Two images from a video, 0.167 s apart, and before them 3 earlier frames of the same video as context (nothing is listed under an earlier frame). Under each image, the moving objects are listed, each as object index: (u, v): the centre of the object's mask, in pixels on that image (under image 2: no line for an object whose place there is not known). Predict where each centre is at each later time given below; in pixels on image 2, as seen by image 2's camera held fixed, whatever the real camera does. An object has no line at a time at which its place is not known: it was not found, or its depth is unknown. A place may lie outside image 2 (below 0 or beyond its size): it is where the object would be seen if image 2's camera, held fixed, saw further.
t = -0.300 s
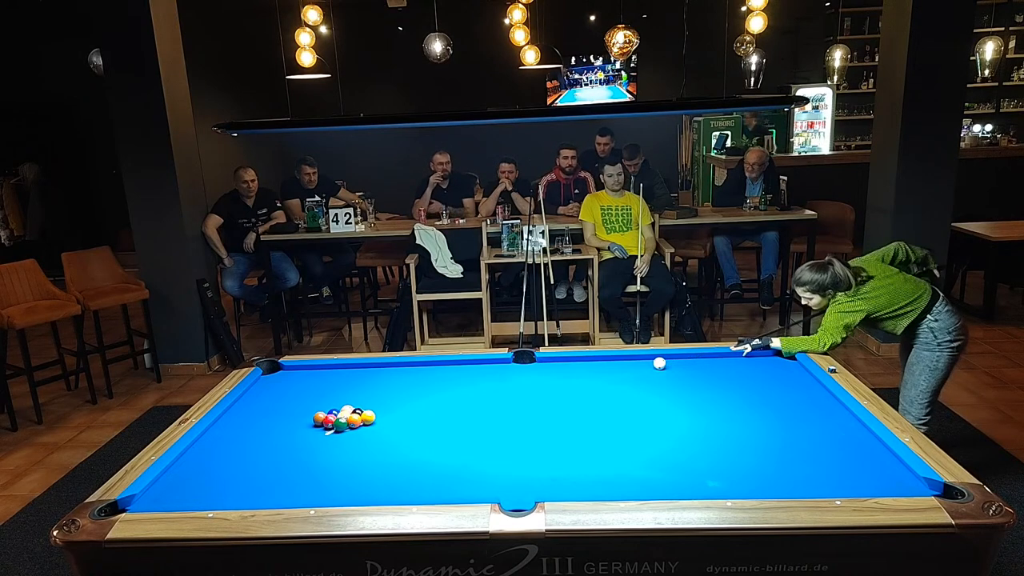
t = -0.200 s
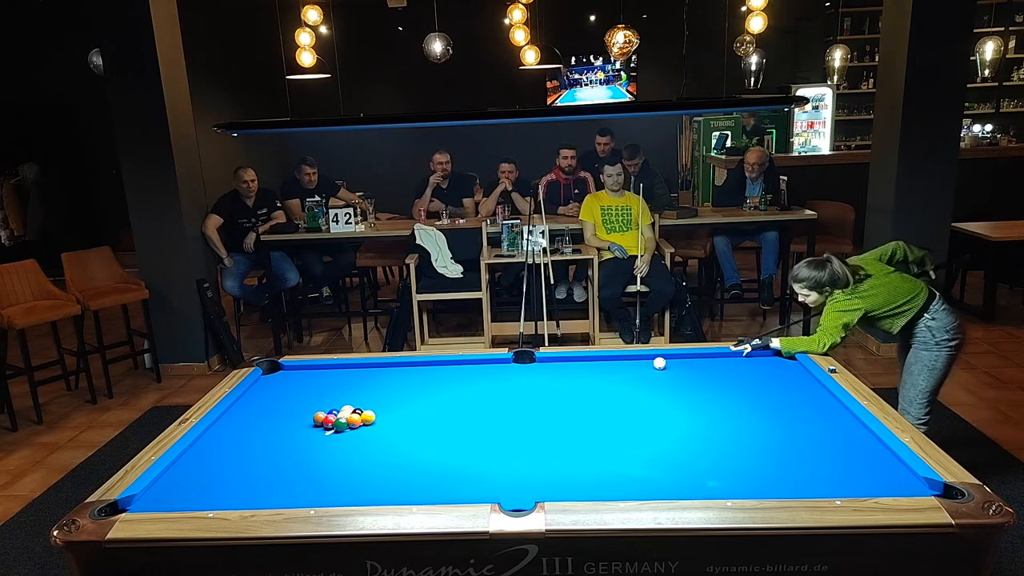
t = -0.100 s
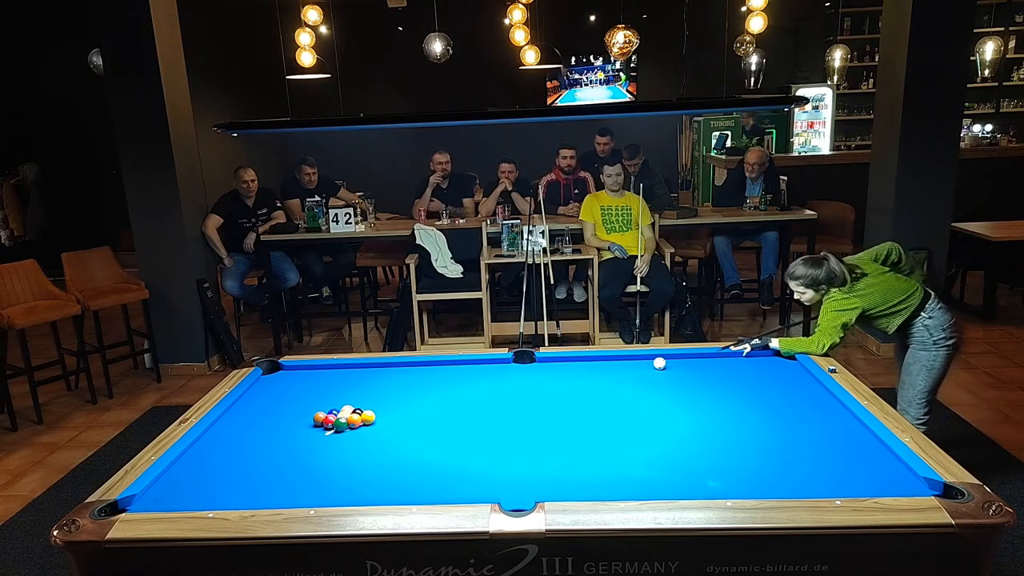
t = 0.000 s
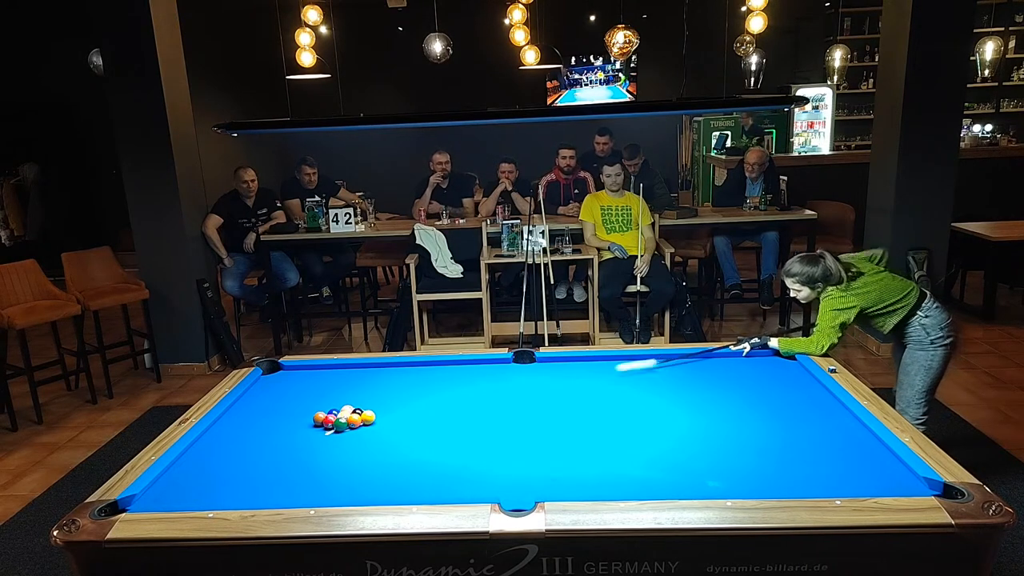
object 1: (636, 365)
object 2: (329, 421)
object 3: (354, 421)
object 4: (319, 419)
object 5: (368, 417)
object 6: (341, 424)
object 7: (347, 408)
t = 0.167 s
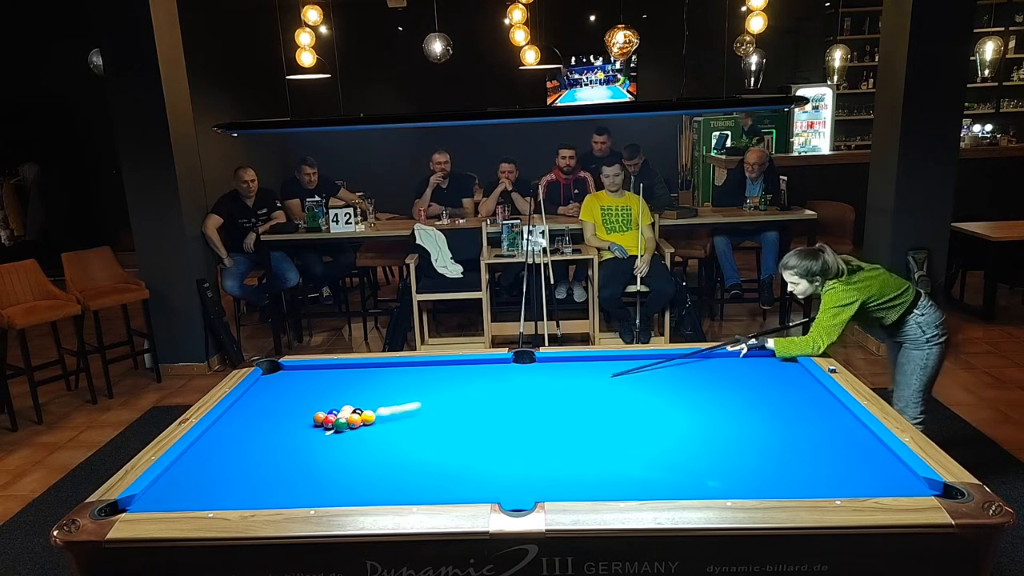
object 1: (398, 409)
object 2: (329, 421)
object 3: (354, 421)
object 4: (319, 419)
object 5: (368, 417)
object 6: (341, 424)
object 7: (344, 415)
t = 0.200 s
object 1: (384, 410)
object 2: (326, 420)
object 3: (355, 424)
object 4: (310, 416)
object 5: (371, 417)
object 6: (325, 428)
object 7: (342, 418)
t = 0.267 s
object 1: (392, 407)
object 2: (318, 423)
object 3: (354, 433)
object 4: (280, 413)
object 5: (381, 424)
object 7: (342, 418)
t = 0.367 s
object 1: (400, 405)
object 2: (307, 424)
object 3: (355, 444)
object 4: (242, 408)
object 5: (397, 430)
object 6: (186, 495)
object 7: (339, 417)
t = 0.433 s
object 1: (404, 403)
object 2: (299, 425)
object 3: (356, 451)
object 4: (243, 406)
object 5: (408, 434)
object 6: (191, 473)
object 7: (338, 416)
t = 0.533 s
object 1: (406, 400)
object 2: (288, 426)
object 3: (357, 462)
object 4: (269, 403)
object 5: (425, 440)
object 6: (197, 446)
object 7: (336, 415)
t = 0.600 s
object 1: (407, 399)
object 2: (281, 427)
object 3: (357, 470)
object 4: (285, 401)
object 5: (437, 445)
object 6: (214, 433)
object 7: (335, 415)
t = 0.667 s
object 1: (407, 397)
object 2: (274, 428)
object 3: (358, 478)
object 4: (299, 398)
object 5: (448, 449)
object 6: (232, 422)
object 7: (335, 414)
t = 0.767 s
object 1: (408, 395)
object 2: (264, 429)
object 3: (359, 490)
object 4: (321, 395)
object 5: (466, 456)
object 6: (256, 408)
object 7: (333, 414)
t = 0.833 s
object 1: (408, 394)
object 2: (257, 430)
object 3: (360, 494)
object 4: (335, 393)
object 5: (479, 460)
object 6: (269, 400)
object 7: (332, 414)
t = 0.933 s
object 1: (408, 392)
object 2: (246, 432)
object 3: (371, 489)
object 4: (355, 390)
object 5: (498, 467)
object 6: (288, 388)
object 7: (331, 413)
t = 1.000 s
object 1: (409, 391)
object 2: (240, 433)
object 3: (377, 485)
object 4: (369, 388)
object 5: (510, 472)
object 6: (301, 381)
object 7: (330, 413)
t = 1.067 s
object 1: (409, 389)
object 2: (233, 434)
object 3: (383, 480)
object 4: (382, 386)
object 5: (524, 477)
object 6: (313, 374)
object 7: (329, 413)
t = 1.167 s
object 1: (409, 388)
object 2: (223, 435)
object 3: (392, 474)
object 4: (401, 382)
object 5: (545, 485)
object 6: (329, 369)
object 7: (328, 413)
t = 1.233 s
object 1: (410, 386)
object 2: (216, 436)
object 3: (398, 470)
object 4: (416, 380)
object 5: (559, 488)
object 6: (337, 372)
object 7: (327, 413)
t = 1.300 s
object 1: (410, 386)
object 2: (210, 436)
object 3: (404, 466)
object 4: (427, 380)
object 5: (571, 488)
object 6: (345, 376)
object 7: (327, 412)
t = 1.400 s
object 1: (410, 384)
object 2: (204, 438)
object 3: (412, 460)
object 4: (445, 377)
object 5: (587, 485)
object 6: (358, 381)
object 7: (326, 412)
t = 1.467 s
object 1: (411, 383)
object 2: (207, 438)
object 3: (417, 457)
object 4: (457, 375)
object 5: (596, 484)
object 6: (367, 384)
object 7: (325, 412)
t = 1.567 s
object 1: (411, 382)
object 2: (212, 438)
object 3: (424, 452)
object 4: (475, 373)
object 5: (611, 480)
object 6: (381, 389)
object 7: (325, 412)
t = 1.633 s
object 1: (411, 381)
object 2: (214, 438)
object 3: (429, 448)
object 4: (486, 371)
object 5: (620, 477)
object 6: (390, 392)
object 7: (325, 412)
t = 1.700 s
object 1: (411, 380)
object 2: (217, 439)
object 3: (433, 445)
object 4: (497, 370)
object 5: (629, 474)
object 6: (400, 395)
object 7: (324, 412)
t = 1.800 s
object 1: (412, 379)
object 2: (221, 439)
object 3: (439, 440)
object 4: (514, 367)
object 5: (643, 470)
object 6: (415, 400)
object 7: (324, 412)
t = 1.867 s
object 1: (412, 379)
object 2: (223, 439)
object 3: (444, 437)
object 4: (525, 365)
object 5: (651, 468)
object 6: (425, 404)
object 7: (324, 412)
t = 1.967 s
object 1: (412, 377)
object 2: (227, 440)
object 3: (450, 433)
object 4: (541, 363)
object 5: (664, 464)
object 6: (440, 409)
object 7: (324, 412)
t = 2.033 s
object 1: (412, 377)
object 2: (229, 440)
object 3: (454, 430)
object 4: (551, 362)
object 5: (672, 462)
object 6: (451, 413)
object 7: (324, 412)
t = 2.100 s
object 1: (412, 376)
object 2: (231, 440)
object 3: (457, 428)
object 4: (561, 360)
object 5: (680, 459)
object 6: (462, 415)
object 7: (324, 412)
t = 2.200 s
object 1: (413, 375)
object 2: (234, 440)
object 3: (463, 424)
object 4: (575, 360)
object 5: (691, 456)
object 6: (478, 422)
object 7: (324, 412)
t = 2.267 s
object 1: (413, 375)
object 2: (237, 441)
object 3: (466, 421)
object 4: (584, 360)
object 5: (699, 454)
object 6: (490, 426)
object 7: (324, 412)
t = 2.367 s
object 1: (413, 374)
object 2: (239, 441)
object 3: (471, 418)
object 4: (597, 361)
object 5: (710, 451)
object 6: (507, 433)
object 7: (324, 412)
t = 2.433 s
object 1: (414, 374)
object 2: (241, 441)
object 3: (474, 415)
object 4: (606, 362)
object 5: (717, 449)
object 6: (519, 437)
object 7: (324, 412)
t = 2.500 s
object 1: (414, 374)
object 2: (243, 441)
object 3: (477, 413)
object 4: (615, 362)
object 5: (724, 446)
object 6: (531, 441)
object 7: (324, 412)
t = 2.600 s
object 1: (414, 373)
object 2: (246, 441)
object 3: (482, 410)
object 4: (628, 363)
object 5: (734, 443)
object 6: (550, 448)
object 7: (324, 412)
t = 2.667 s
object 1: (414, 372)
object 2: (247, 442)
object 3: (485, 408)
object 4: (637, 363)
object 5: (741, 442)
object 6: (563, 453)
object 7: (324, 412)
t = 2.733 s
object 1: (414, 372)
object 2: (249, 442)
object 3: (488, 406)
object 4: (646, 364)
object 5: (747, 440)
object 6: (576, 457)
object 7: (324, 412)
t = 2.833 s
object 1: (414, 371)
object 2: (251, 442)
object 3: (492, 403)
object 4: (659, 364)
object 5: (756, 437)
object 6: (597, 464)
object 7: (324, 412)
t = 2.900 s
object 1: (415, 371)
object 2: (252, 442)
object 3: (494, 401)
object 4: (667, 365)
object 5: (763, 435)
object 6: (611, 469)
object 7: (324, 412)
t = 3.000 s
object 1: (415, 371)
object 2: (254, 442)
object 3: (498, 398)
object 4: (680, 365)
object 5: (771, 433)
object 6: (632, 477)
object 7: (324, 412)
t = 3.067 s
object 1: (415, 371)
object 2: (255, 442)
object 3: (500, 396)
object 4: (689, 366)
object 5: (777, 431)
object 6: (648, 482)
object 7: (324, 412)
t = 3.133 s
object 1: (415, 370)
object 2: (256, 442)
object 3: (503, 395)
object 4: (697, 366)
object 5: (783, 429)
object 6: (663, 485)
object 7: (324, 412)
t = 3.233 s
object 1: (415, 370)
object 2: (258, 442)
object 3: (506, 392)
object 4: (709, 367)
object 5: (791, 427)
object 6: (682, 487)
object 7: (324, 412)
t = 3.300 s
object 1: (415, 370)
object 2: (259, 442)
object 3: (508, 390)
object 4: (718, 367)
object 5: (796, 425)
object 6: (690, 485)
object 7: (324, 412)
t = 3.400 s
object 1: (415, 370)
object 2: (260, 443)
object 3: (511, 388)
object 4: (730, 368)
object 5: (804, 423)
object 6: (701, 482)
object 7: (324, 412)
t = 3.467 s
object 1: (415, 370)
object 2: (260, 443)
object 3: (513, 387)
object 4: (739, 368)
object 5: (809, 422)
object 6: (709, 480)
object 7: (324, 412)
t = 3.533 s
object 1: (415, 370)
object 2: (261, 443)
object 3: (515, 385)
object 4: (747, 369)
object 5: (814, 420)
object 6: (716, 477)
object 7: (324, 412)
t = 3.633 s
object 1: (415, 370)
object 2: (262, 442)
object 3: (517, 383)
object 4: (759, 369)
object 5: (821, 418)
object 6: (727, 473)
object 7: (324, 412)
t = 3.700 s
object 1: (415, 370)
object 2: (262, 443)
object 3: (519, 382)
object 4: (767, 370)
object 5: (825, 417)
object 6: (734, 471)
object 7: (324, 412)
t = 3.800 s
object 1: (415, 370)
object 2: (263, 443)
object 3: (522, 380)
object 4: (779, 370)
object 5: (832, 415)
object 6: (743, 467)
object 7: (324, 412)
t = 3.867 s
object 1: (415, 370)
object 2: (263, 443)
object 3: (523, 379)
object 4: (787, 371)
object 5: (836, 413)
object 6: (750, 465)
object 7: (324, 412)
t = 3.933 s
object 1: (415, 370)
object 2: (263, 443)
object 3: (525, 378)
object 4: (795, 371)
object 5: (841, 412)
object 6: (757, 463)
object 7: (324, 412)
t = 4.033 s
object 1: (415, 370)
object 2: (263, 443)
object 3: (527, 376)
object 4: (800, 372)
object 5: (841, 411)
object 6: (766, 460)
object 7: (324, 412)
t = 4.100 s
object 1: (415, 370)
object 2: (263, 443)
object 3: (528, 375)
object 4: (796, 372)
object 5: (837, 410)
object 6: (771, 458)
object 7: (324, 412)
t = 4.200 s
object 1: (415, 370)
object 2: (263, 442)
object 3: (530, 373)
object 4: (791, 374)
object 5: (831, 409)
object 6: (780, 454)
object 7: (324, 412)
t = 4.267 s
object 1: (415, 370)
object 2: (263, 442)
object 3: (531, 372)
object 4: (788, 374)
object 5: (828, 408)
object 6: (785, 452)
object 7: (324, 412)
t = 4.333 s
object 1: (415, 370)
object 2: (263, 442)
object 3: (533, 371)
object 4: (784, 375)
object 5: (824, 407)
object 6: (791, 450)
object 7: (324, 412)
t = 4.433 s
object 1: (415, 370)
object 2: (263, 443)
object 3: (534, 370)
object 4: (779, 376)
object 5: (819, 407)
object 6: (799, 447)
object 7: (324, 412)
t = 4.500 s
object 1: (415, 370)
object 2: (263, 442)
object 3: (536, 369)
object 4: (776, 377)
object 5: (816, 406)
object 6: (804, 446)
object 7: (324, 412)
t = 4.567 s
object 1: (415, 370)
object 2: (263, 442)
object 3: (537, 368)
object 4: (772, 377)
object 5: (813, 405)
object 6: (809, 444)
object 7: (324, 412)
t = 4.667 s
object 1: (415, 370)
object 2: (263, 442)
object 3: (538, 367)
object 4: (768, 378)
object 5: (808, 404)
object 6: (815, 441)
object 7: (324, 412)
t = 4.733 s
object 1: (415, 370)
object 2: (263, 442)
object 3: (539, 366)
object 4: (765, 379)
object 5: (805, 404)
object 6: (820, 439)
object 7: (324, 412)
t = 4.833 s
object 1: (415, 370)
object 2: (263, 442)
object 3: (540, 365)
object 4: (760, 380)
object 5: (801, 403)
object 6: (827, 437)
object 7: (324, 412)
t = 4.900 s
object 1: (415, 370)
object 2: (263, 443)
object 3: (541, 364)
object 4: (757, 380)
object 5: (799, 402)
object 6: (832, 435)
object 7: (324, 412)
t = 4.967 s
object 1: (415, 370)
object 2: (263, 443)
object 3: (542, 364)
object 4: (754, 381)
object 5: (796, 402)
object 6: (836, 434)
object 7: (324, 412)
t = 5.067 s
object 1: (415, 370)
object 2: (263, 442)
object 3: (543, 363)
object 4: (750, 381)
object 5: (792, 401)
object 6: (842, 432)
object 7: (324, 412)
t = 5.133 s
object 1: (415, 370)
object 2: (263, 442)
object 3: (544, 362)
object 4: (747, 382)
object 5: (790, 401)
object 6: (846, 430)
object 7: (324, 412)
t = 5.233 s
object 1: (415, 370)
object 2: (263, 442)
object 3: (545, 361)
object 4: (743, 382)
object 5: (787, 400)
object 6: (851, 427)
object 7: (324, 412)
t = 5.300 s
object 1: (415, 370)
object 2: (263, 443)
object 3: (546, 361)
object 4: (740, 383)
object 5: (785, 400)
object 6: (855, 426)
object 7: (324, 412)
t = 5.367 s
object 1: (415, 370)
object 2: (263, 443)
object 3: (546, 361)
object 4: (737, 383)
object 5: (783, 400)
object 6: (857, 426)
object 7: (324, 412)
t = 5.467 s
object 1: (415, 370)
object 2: (263, 443)
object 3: (546, 361)
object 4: (734, 384)
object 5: (780, 399)
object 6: (852, 425)
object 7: (324, 412)
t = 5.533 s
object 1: (415, 370)
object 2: (263, 442)
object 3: (547, 362)
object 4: (731, 385)
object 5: (778, 399)
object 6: (849, 424)
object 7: (324, 412)
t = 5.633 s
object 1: (415, 370)
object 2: (263, 442)
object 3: (547, 362)
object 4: (728, 385)
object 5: (776, 398)
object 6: (844, 423)
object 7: (324, 412)
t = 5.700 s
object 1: (415, 370)
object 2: (263, 443)
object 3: (547, 362)
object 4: (725, 386)
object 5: (774, 398)
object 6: (841, 422)
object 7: (324, 412)
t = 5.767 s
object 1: (415, 370)
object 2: (263, 443)
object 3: (547, 362)
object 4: (723, 386)
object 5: (773, 398)
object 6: (838, 422)
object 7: (324, 412)
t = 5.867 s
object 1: (415, 370)
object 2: (263, 443)
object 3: (548, 362)
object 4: (720, 387)
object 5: (770, 397)
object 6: (834, 421)
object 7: (324, 412)
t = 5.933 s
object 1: (415, 370)
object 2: (263, 442)
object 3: (548, 362)
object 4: (718, 387)
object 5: (769, 397)
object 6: (831, 420)
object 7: (324, 412)
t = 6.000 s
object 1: (415, 370)
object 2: (263, 442)
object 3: (548, 362)
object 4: (716, 387)
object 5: (768, 397)
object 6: (828, 420)
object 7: (324, 412)
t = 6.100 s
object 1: (415, 370)
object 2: (263, 442)
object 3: (548, 363)
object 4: (713, 388)
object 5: (767, 397)
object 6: (825, 419)
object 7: (324, 412)
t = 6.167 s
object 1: (415, 370)
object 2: (263, 443)
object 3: (548, 363)
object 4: (712, 388)
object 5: (766, 396)
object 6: (822, 419)
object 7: (324, 412)
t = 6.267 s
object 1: (415, 370)
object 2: (263, 443)
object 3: (548, 363)
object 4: (709, 388)
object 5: (764, 396)
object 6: (819, 418)
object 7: (324, 412)
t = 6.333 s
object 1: (415, 370)
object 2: (263, 443)
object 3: (548, 363)
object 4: (707, 389)
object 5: (764, 396)
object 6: (817, 418)
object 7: (324, 412)
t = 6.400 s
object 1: (415, 370)
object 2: (263, 443)
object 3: (548, 363)
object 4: (705, 389)
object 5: (763, 396)
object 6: (815, 418)
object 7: (324, 412)
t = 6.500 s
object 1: (415, 370)
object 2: (263, 443)
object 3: (548, 362)
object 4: (703, 389)
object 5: (762, 396)
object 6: (812, 417)
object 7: (324, 412)
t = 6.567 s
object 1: (415, 370)
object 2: (263, 443)
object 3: (548, 363)
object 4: (701, 389)
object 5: (762, 396)
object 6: (811, 417)
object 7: (324, 412)
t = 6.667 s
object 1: (415, 370)
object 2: (263, 443)
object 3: (548, 363)
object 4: (699, 389)
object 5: (761, 396)
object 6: (808, 416)
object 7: (324, 412)
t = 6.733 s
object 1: (415, 370)
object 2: (263, 443)
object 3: (548, 363)
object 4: (698, 390)
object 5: (761, 396)
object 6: (807, 416)
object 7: (324, 412)
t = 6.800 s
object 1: (415, 370)
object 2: (263, 443)
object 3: (548, 363)
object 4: (697, 390)
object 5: (761, 396)
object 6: (805, 416)
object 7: (324, 412)
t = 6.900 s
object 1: (415, 370)
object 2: (263, 443)
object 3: (548, 363)
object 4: (695, 390)
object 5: (761, 396)
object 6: (803, 416)
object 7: (324, 412)
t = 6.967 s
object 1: (415, 370)
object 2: (263, 443)
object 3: (548, 363)
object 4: (694, 390)
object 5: (761, 396)
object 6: (802, 416)
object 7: (324, 412)
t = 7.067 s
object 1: (415, 370)
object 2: (263, 443)
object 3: (548, 363)
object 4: (693, 390)
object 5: (761, 396)
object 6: (801, 415)
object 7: (324, 412)
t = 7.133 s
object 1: (415, 370)
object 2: (263, 443)
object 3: (548, 363)
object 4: (692, 390)
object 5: (761, 396)
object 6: (799, 415)
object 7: (324, 412)
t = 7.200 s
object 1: (415, 370)
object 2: (263, 443)
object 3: (548, 363)
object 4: (692, 390)
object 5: (761, 396)
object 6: (799, 415)
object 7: (324, 412)
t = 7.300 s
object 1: (415, 370)
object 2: (263, 443)
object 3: (548, 363)
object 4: (691, 390)
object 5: (761, 396)
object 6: (797, 415)
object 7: (324, 412)
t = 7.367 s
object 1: (415, 370)
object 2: (263, 443)
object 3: (548, 363)
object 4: (690, 391)
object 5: (761, 396)
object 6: (797, 415)
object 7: (324, 412)
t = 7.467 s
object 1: (415, 370)
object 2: (263, 443)
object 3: (548, 363)
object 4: (689, 390)
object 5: (761, 396)
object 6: (796, 415)
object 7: (324, 412)
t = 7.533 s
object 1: (415, 370)
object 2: (263, 443)
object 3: (548, 363)
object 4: (689, 391)
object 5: (761, 396)
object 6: (795, 415)
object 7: (324, 412)
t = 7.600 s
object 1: (415, 370)
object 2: (263, 442)
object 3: (548, 363)
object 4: (689, 390)
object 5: (761, 396)
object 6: (795, 414)
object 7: (324, 412)
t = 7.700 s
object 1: (415, 370)
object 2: (263, 442)
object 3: (548, 363)
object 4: (688, 391)
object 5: (761, 396)
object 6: (795, 414)
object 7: (324, 412)
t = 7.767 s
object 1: (415, 370)
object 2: (263, 442)
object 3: (548, 363)
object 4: (688, 391)
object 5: (761, 396)
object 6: (795, 415)
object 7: (324, 412)
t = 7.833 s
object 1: (415, 370)
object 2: (263, 443)
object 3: (548, 363)
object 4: (688, 391)
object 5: (761, 396)
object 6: (795, 415)
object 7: (324, 412)
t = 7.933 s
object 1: (415, 370)
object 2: (263, 442)
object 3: (548, 363)
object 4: (688, 391)
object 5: (761, 396)
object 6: (795, 415)
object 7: (324, 412)
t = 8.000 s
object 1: (415, 370)
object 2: (263, 442)
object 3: (548, 363)
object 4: (688, 391)
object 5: (761, 396)
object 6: (795, 415)
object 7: (324, 412)
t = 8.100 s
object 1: (415, 370)
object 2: (263, 442)
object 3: (548, 363)
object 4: (688, 391)
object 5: (761, 396)
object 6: (795, 415)
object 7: (324, 412)
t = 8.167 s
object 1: (415, 370)
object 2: (263, 443)
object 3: (548, 363)
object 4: (688, 391)
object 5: (761, 396)
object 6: (795, 415)
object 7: (324, 412)
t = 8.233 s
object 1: (415, 370)
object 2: (263, 443)
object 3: (548, 363)
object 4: (688, 391)
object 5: (761, 396)
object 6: (795, 415)
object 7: (324, 412)
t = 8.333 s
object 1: (415, 370)
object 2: (263, 442)
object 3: (548, 363)
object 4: (688, 391)
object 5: (761, 396)
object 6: (794, 414)
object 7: (324, 412)
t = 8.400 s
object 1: (415, 370)
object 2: (263, 443)
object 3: (548, 363)
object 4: (688, 390)
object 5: (761, 396)
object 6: (794, 414)
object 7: (324, 412)
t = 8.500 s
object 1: (415, 370)
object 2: (263, 442)
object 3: (548, 363)
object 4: (688, 390)
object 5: (761, 396)
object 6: (794, 414)
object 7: (324, 412)
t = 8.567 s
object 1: (415, 370)
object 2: (263, 442)
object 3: (548, 363)
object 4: (688, 390)
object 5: (761, 396)
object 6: (794, 414)
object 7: (324, 412)
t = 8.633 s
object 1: (415, 370)
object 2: (263, 443)
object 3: (548, 363)
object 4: (688, 391)
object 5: (761, 396)
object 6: (794, 414)
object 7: (324, 412)
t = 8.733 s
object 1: (415, 370)
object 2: (263, 443)
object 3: (548, 363)
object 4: (688, 391)
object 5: (761, 396)
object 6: (794, 414)
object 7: (324, 412)
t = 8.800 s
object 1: (415, 370)
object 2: (263, 443)
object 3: (548, 363)
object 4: (688, 391)
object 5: (761, 396)
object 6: (794, 414)
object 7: (324, 412)
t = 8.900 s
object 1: (415, 370)
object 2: (263, 443)
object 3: (548, 363)
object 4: (688, 391)
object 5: (761, 396)
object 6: (794, 414)
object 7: (324, 412)
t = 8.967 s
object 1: (415, 370)
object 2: (263, 442)
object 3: (548, 363)
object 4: (688, 390)
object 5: (761, 396)
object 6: (794, 414)
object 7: (324, 412)
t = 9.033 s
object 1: (415, 370)
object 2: (263, 443)
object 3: (548, 363)
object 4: (688, 391)
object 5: (761, 396)
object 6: (794, 414)
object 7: (324, 412)
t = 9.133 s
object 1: (415, 370)
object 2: (263, 443)
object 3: (548, 363)
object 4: (688, 391)
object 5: (761, 396)
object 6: (794, 414)
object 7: (324, 412)
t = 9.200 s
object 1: (415, 370)
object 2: (263, 443)
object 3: (548, 363)
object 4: (688, 390)
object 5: (761, 396)
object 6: (794, 414)
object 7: (324, 412)
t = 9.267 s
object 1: (415, 370)
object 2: (263, 443)
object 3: (548, 363)
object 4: (688, 390)
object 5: (761, 396)
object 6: (794, 414)
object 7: (324, 412)
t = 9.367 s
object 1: (415, 370)
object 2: (263, 442)
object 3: (548, 363)
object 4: (688, 391)
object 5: (761, 396)
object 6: (794, 414)
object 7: (324, 412)
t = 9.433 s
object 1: (415, 370)
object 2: (263, 443)
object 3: (548, 363)
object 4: (688, 391)
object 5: (761, 396)
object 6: (794, 414)
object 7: (324, 412)
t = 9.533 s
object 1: (415, 370)
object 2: (263, 443)
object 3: (548, 363)
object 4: (688, 391)
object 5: (761, 396)
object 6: (794, 414)
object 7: (324, 412)
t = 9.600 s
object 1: (415, 370)
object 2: (263, 443)
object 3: (548, 363)
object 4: (688, 390)
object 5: (761, 396)
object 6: (794, 414)
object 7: (324, 412)
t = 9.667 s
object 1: (415, 370)
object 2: (263, 443)
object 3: (548, 363)
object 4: (688, 390)
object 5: (761, 396)
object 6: (794, 414)
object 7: (324, 412)
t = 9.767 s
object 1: (415, 370)
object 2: (263, 443)
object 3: (548, 363)
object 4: (688, 390)
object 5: (761, 396)
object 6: (794, 414)
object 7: (324, 412)
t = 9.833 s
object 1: (415, 370)
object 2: (263, 442)
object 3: (548, 363)
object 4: (688, 390)
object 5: (761, 396)
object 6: (794, 414)
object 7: (324, 412)
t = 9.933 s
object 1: (415, 370)
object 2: (263, 443)
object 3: (548, 363)
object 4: (688, 391)
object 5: (761, 396)
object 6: (794, 414)
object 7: (324, 412)
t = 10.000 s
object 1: (415, 370)
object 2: (263, 442)
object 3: (548, 363)
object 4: (688, 391)
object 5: (761, 396)
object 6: (794, 414)
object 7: (324, 412)
